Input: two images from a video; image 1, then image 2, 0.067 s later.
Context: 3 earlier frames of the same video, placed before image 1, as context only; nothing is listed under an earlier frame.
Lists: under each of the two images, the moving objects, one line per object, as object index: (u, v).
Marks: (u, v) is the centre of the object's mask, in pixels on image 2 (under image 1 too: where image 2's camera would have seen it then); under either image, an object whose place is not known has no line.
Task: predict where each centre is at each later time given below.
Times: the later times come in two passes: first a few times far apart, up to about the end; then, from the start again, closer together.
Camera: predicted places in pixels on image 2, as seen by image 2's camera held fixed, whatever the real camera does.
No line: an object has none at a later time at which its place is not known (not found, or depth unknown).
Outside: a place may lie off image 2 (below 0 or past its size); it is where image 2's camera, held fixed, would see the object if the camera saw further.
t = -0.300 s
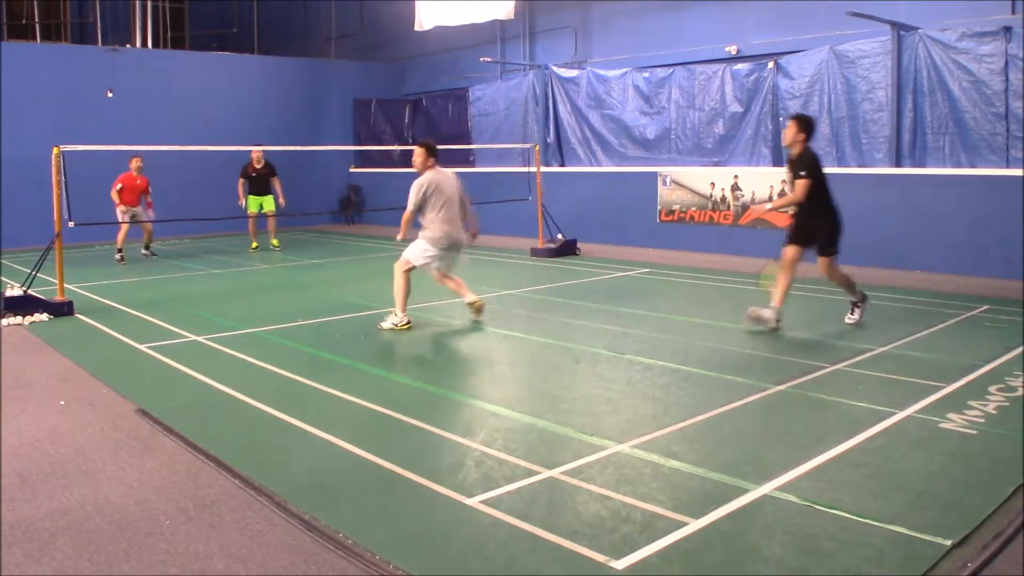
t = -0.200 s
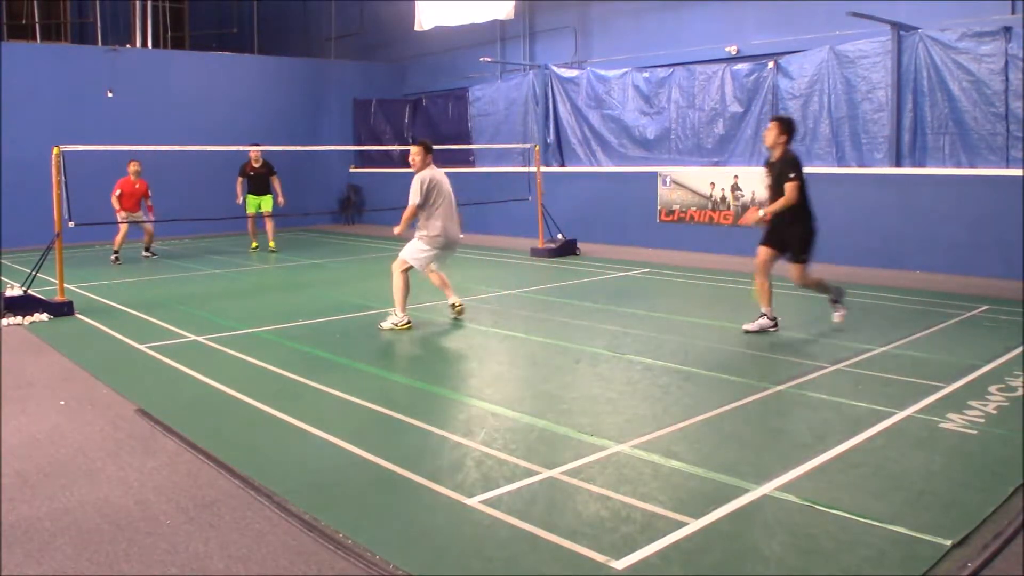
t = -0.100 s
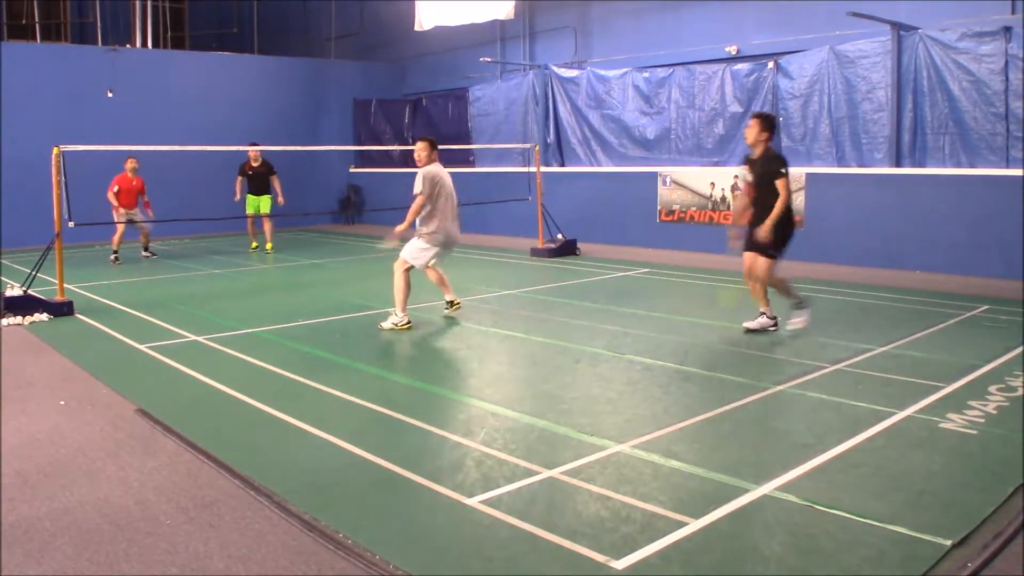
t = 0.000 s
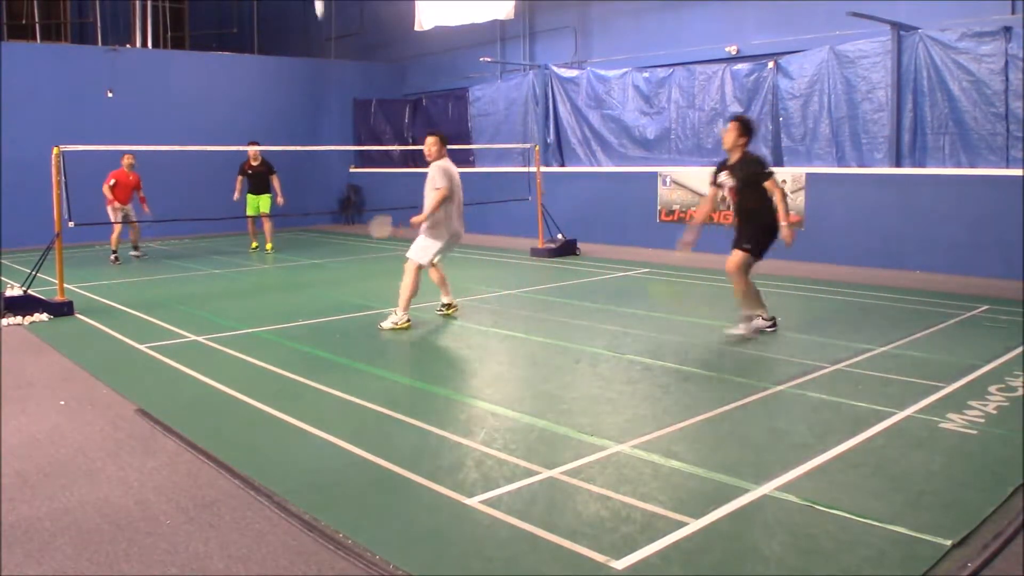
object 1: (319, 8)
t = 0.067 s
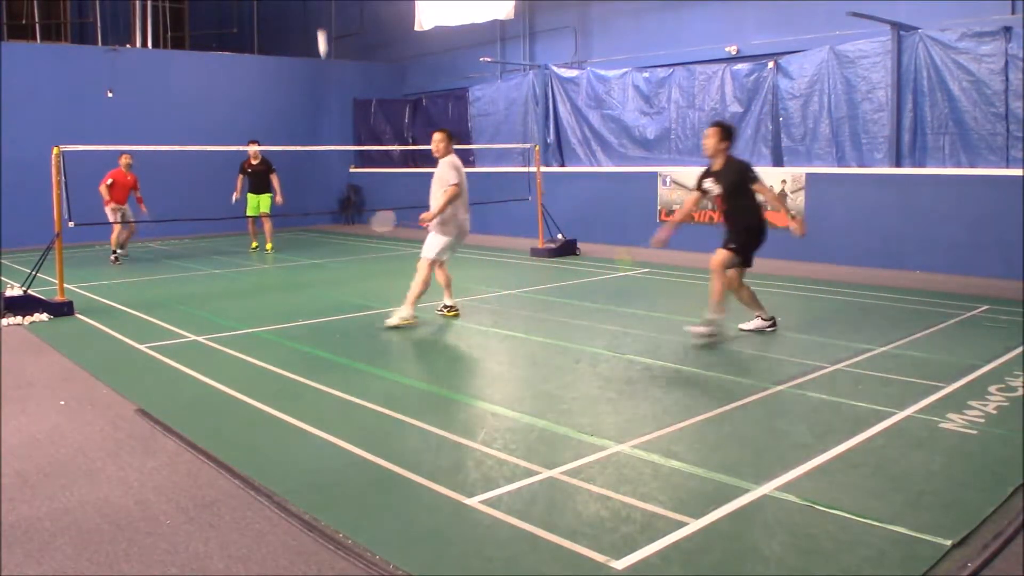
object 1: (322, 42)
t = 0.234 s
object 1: (331, 163)
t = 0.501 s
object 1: (342, 363)
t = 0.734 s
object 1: (335, 336)
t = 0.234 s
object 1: (331, 163)
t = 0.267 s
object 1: (333, 187)
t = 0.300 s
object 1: (334, 215)
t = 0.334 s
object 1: (336, 243)
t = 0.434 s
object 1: (342, 337)
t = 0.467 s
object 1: (343, 363)
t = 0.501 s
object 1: (342, 363)
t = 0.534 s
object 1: (339, 358)
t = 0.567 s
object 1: (339, 355)
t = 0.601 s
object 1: (338, 349)
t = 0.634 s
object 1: (338, 344)
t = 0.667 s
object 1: (338, 341)
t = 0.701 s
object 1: (337, 337)
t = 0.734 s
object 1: (335, 336)
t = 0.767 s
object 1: (332, 338)
